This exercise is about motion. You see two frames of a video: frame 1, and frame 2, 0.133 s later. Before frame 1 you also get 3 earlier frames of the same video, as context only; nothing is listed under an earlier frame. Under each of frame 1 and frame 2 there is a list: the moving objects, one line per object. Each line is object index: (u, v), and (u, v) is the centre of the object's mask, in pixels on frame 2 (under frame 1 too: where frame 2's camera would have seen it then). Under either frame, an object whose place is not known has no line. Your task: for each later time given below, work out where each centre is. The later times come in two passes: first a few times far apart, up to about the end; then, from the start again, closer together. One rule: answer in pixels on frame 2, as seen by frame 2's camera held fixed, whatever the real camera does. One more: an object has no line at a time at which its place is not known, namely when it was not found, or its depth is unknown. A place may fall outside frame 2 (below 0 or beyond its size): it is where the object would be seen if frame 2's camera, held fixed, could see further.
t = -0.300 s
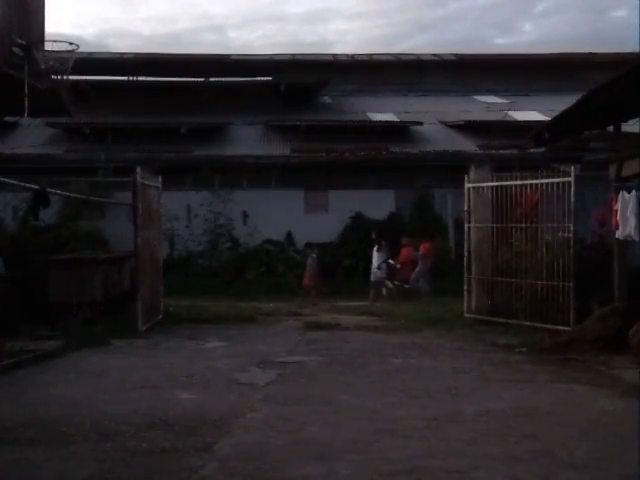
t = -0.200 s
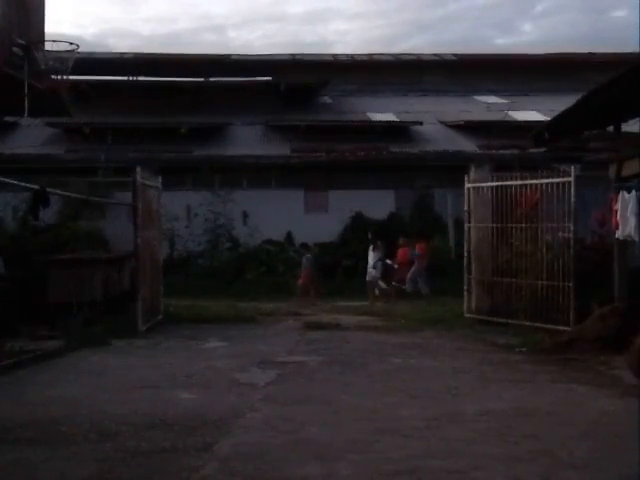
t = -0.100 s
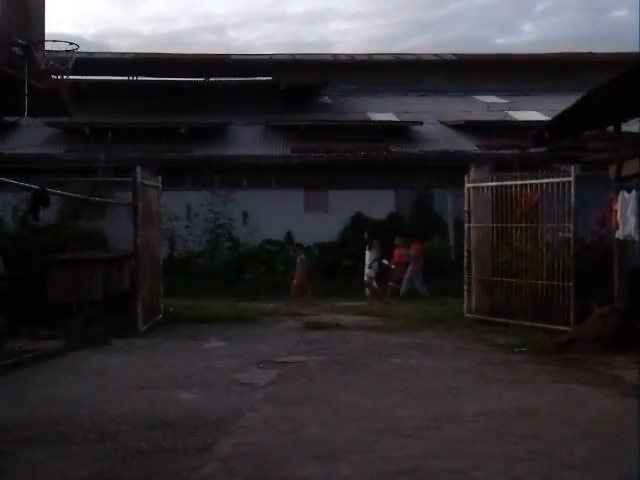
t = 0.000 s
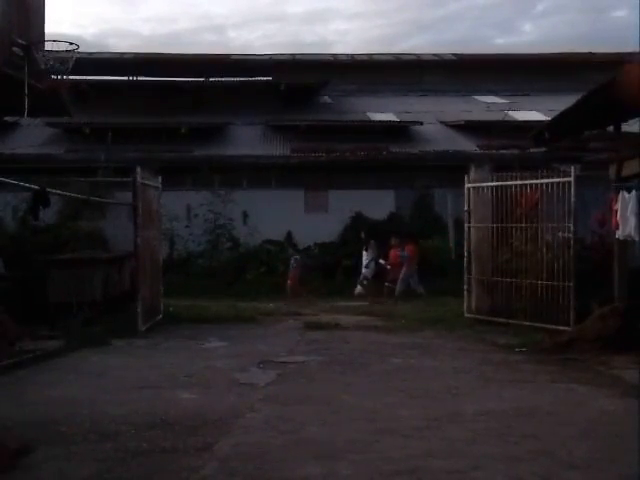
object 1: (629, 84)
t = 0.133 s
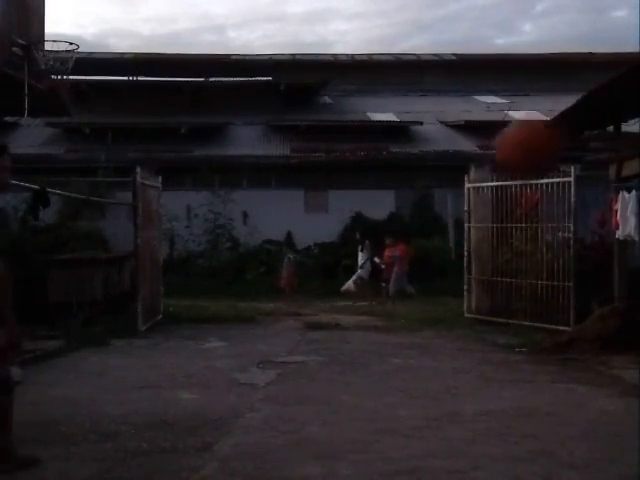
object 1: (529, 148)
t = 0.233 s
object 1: (451, 214)
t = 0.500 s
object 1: (316, 439)
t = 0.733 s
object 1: (266, 310)
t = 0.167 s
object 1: (503, 166)
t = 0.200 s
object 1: (476, 191)
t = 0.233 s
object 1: (451, 214)
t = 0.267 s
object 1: (429, 240)
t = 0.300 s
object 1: (413, 266)
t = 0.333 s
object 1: (392, 292)
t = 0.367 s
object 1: (376, 322)
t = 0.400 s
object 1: (360, 350)
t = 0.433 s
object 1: (344, 379)
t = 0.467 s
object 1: (329, 409)
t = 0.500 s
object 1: (316, 439)
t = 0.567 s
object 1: (298, 417)
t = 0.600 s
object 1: (292, 391)
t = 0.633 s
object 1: (284, 366)
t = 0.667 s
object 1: (277, 343)
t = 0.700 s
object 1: (271, 325)
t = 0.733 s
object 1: (266, 310)
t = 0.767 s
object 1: (259, 296)
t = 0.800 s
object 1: (254, 284)
